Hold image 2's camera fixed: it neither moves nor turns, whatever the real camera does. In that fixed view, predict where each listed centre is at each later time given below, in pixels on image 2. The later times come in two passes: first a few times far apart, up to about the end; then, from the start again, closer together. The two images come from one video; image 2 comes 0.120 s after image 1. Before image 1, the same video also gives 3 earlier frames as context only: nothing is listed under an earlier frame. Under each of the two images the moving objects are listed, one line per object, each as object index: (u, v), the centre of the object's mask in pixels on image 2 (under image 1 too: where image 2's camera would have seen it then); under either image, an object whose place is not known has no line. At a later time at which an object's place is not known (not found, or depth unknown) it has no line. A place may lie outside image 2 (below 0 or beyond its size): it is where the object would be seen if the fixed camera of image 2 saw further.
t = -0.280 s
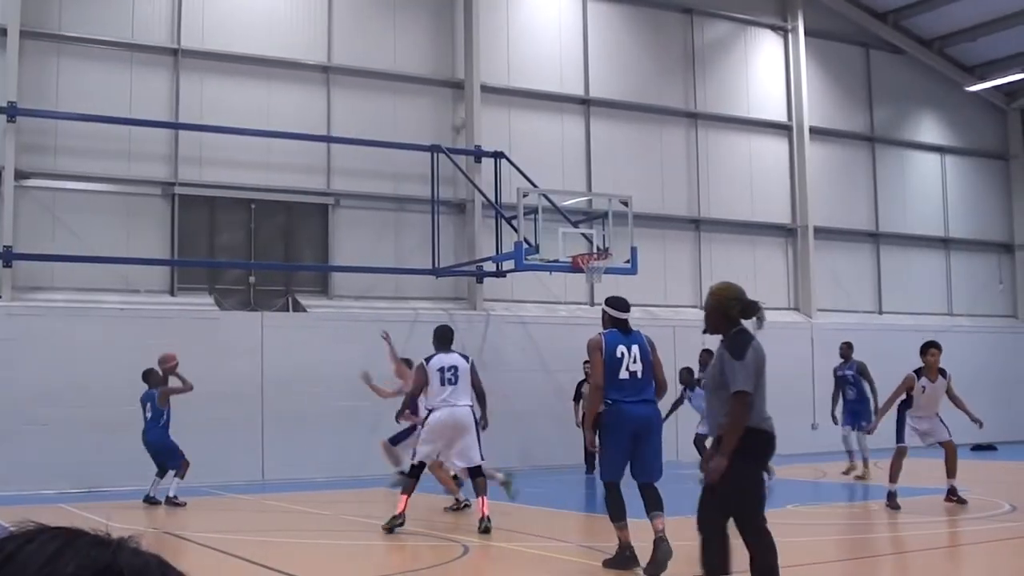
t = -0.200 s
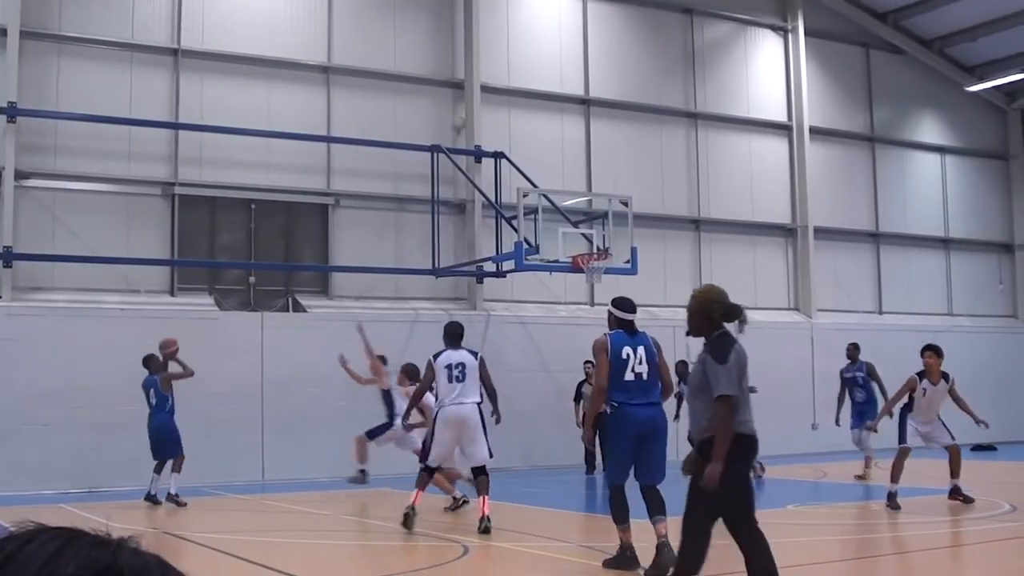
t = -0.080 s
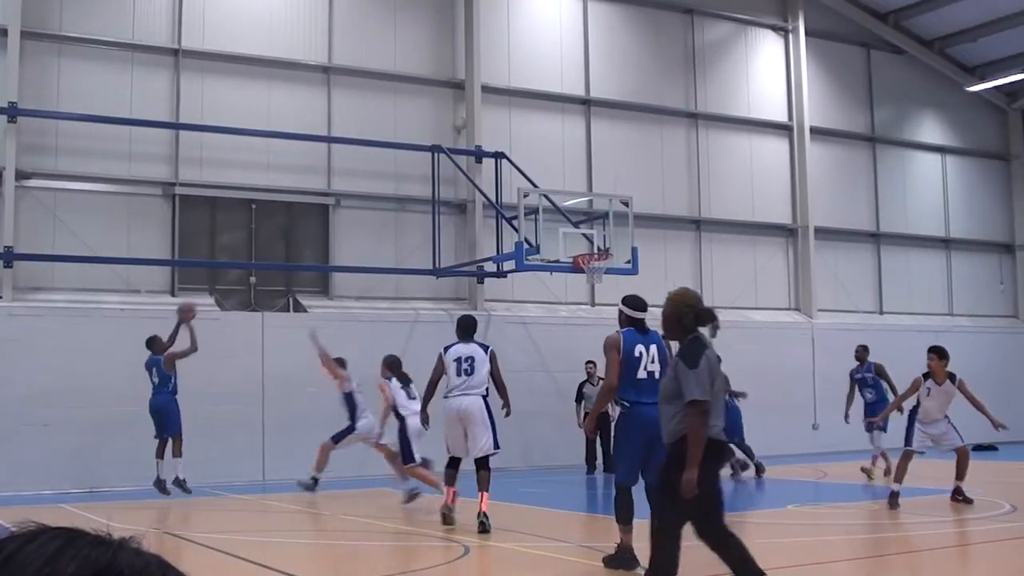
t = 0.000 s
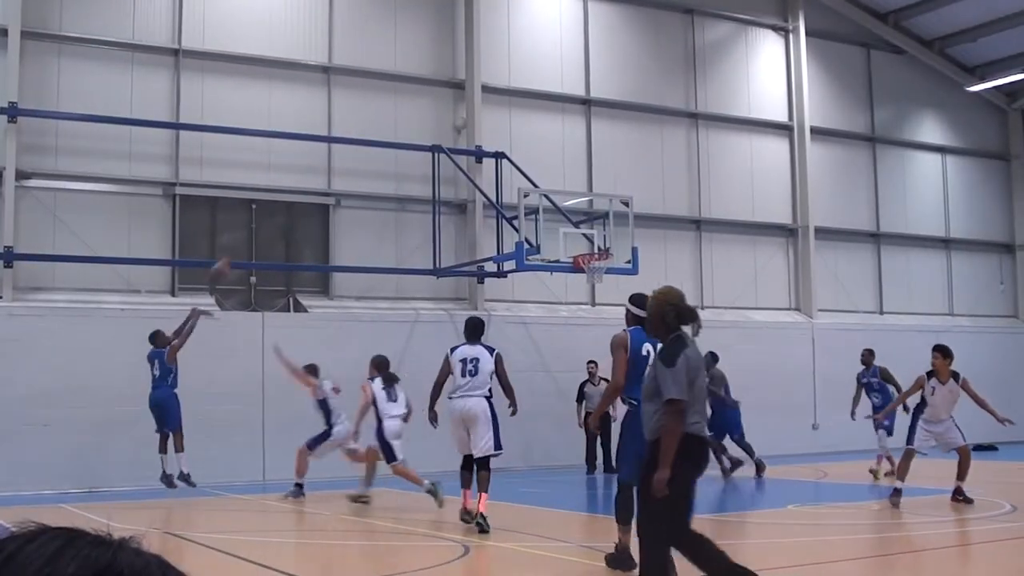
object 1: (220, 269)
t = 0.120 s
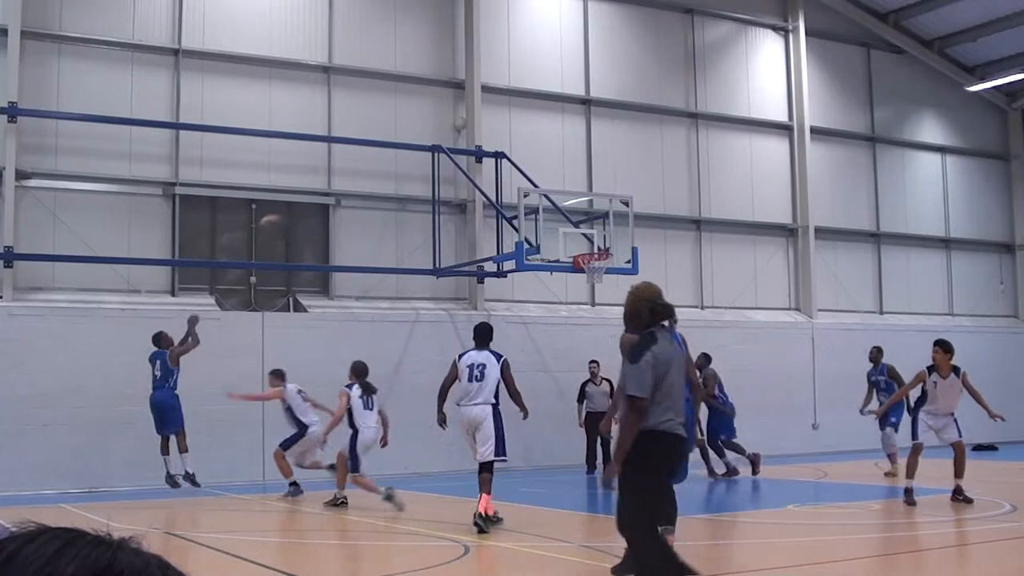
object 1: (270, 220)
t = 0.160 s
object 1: (287, 211)
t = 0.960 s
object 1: (580, 221)
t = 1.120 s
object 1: (592, 239)
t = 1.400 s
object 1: (574, 225)
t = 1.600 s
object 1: (573, 244)
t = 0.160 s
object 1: (287, 211)
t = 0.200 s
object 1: (303, 198)
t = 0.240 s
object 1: (319, 189)
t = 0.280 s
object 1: (335, 180)
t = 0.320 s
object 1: (351, 173)
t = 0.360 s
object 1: (366, 168)
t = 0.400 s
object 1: (381, 163)
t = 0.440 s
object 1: (397, 160)
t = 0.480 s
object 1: (412, 157)
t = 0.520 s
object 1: (426, 156)
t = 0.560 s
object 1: (441, 156)
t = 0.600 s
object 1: (455, 158)
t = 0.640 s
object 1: (471, 160)
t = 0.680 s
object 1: (484, 164)
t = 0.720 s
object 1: (498, 170)
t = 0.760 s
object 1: (512, 175)
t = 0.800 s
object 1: (526, 183)
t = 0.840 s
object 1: (540, 190)
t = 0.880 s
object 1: (552, 199)
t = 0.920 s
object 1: (566, 210)
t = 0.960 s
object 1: (580, 221)
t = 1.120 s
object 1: (592, 239)
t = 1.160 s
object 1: (583, 234)
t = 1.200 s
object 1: (575, 232)
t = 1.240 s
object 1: (575, 228)
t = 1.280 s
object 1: (574, 225)
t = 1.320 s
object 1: (574, 224)
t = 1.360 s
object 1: (574, 224)
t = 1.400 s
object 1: (574, 225)
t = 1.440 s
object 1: (574, 226)
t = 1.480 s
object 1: (573, 228)
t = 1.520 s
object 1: (574, 233)
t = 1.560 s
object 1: (573, 238)
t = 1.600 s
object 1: (573, 244)
